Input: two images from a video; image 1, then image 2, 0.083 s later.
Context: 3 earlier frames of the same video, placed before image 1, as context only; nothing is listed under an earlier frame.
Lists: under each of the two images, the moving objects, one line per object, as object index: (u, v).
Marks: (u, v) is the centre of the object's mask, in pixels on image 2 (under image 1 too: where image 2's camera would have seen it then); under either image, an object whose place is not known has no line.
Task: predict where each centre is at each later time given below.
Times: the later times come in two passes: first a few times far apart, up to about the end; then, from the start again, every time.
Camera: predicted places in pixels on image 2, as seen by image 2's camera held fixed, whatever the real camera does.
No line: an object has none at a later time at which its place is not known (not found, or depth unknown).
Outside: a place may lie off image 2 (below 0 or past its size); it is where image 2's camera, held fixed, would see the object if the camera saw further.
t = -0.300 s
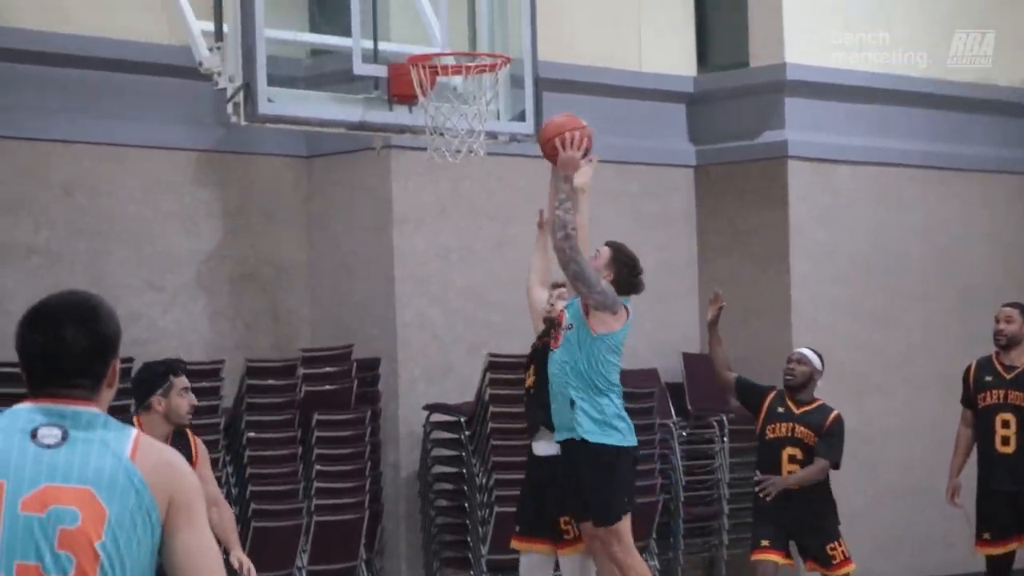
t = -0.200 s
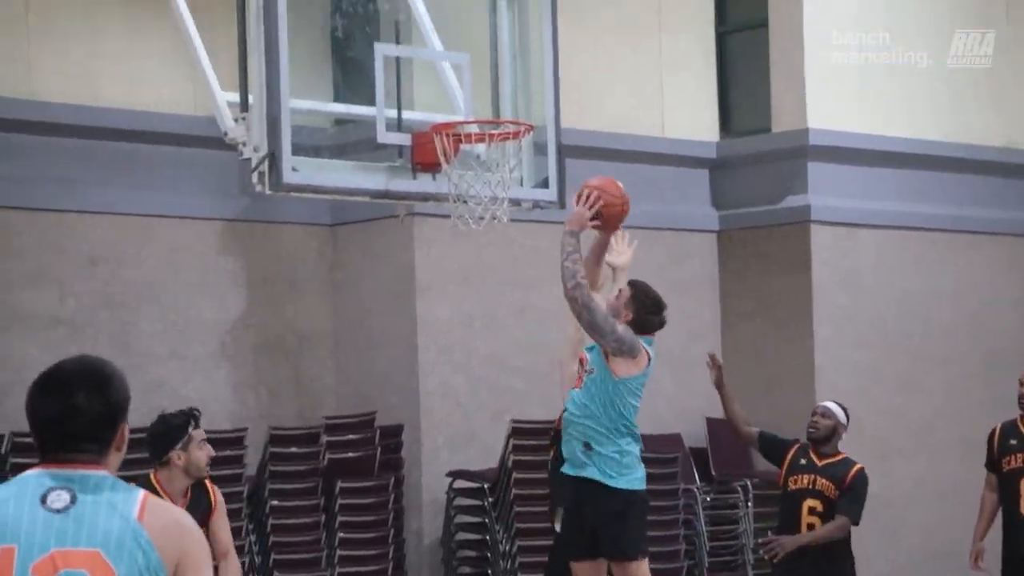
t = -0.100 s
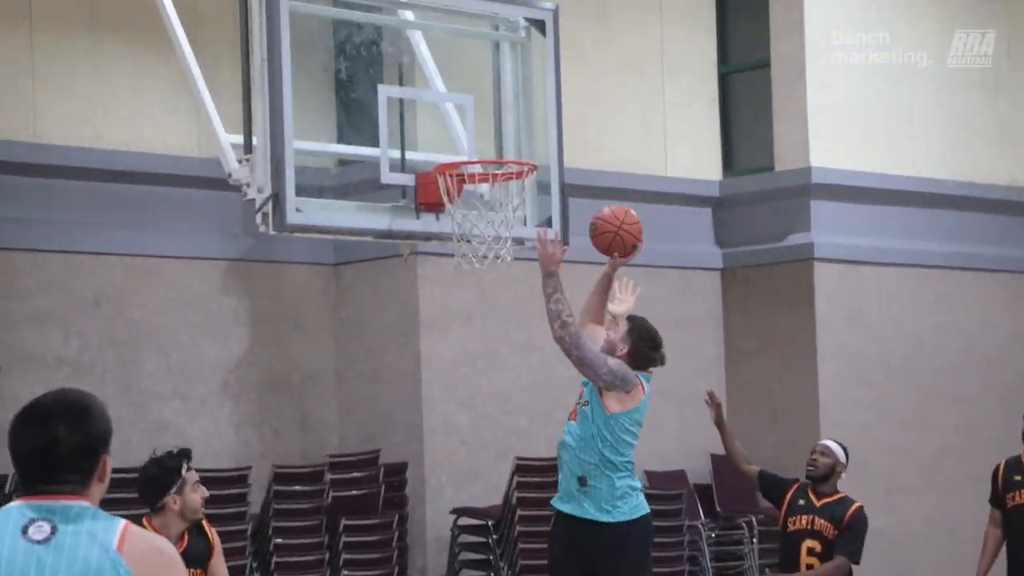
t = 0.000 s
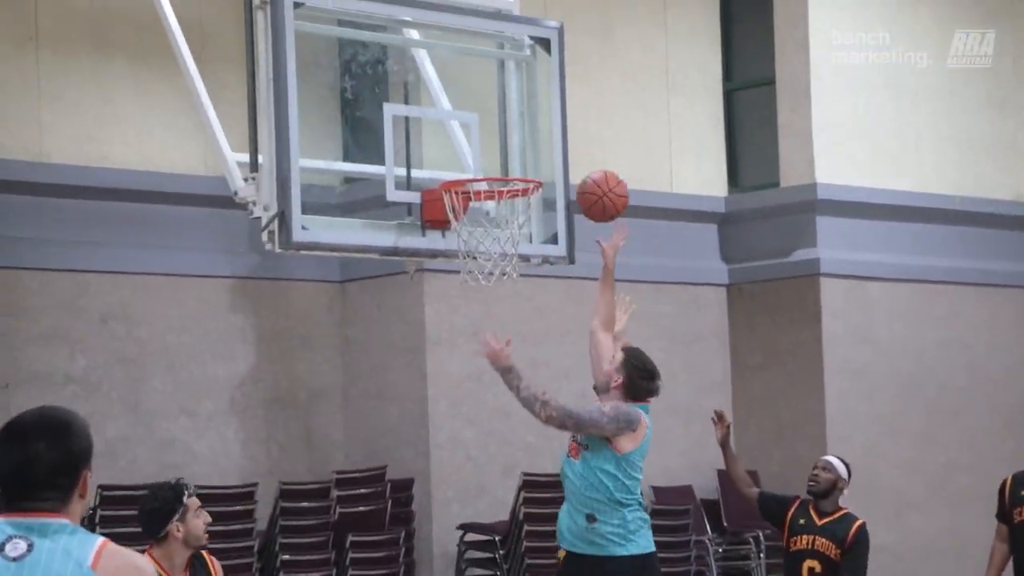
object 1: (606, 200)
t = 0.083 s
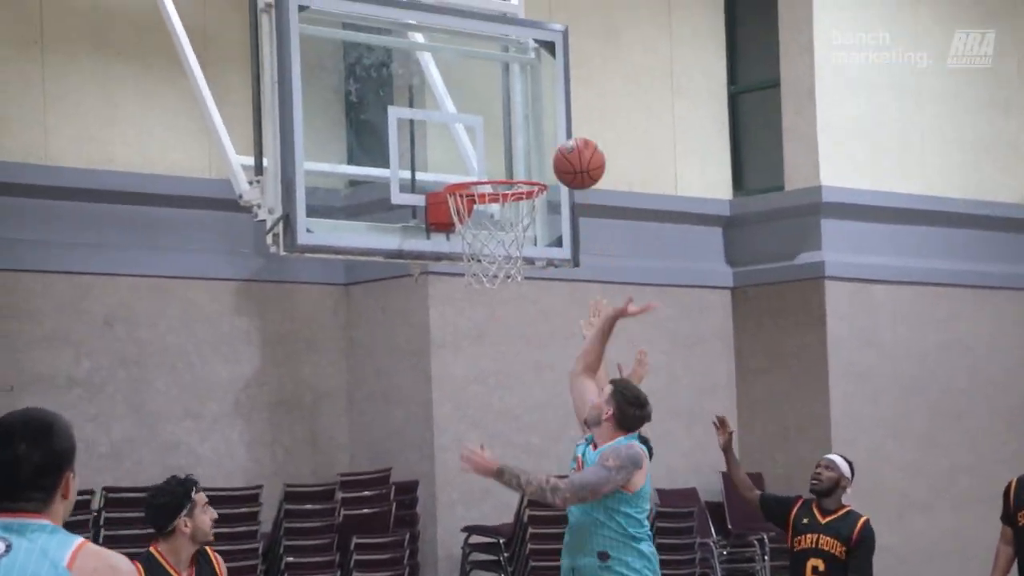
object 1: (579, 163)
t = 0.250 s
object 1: (526, 137)
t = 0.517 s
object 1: (495, 162)
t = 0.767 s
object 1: (514, 157)
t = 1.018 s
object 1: (509, 249)
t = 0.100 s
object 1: (574, 158)
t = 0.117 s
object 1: (568, 153)
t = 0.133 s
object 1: (563, 149)
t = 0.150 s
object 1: (558, 146)
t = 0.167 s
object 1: (552, 143)
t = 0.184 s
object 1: (547, 141)
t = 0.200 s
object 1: (541, 139)
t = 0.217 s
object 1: (536, 138)
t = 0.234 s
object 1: (531, 137)
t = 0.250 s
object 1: (526, 137)
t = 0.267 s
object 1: (521, 138)
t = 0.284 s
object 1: (516, 139)
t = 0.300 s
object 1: (511, 141)
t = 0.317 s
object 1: (506, 143)
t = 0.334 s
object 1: (501, 146)
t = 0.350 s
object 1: (495, 149)
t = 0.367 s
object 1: (491, 153)
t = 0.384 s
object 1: (486, 157)
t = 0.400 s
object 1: (481, 161)
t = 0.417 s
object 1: (476, 164)
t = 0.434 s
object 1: (471, 167)
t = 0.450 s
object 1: (475, 166)
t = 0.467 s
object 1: (480, 164)
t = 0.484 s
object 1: (485, 163)
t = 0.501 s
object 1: (490, 162)
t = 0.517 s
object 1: (495, 162)
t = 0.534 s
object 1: (500, 161)
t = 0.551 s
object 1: (505, 161)
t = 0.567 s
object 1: (510, 161)
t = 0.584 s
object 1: (516, 161)
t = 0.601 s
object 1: (520, 162)
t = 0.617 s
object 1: (519, 161)
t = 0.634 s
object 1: (519, 158)
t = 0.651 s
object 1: (518, 156)
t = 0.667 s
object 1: (518, 155)
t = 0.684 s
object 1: (517, 154)
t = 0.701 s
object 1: (516, 154)
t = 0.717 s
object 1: (516, 154)
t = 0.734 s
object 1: (515, 155)
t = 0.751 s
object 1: (515, 155)
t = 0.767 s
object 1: (514, 157)
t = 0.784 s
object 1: (514, 158)
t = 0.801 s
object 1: (514, 159)
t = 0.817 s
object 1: (513, 162)
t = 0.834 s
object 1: (513, 164)
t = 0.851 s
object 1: (513, 166)
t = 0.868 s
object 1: (512, 180)
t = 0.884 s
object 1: (512, 186)
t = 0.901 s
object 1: (511, 192)
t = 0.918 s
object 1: (511, 200)
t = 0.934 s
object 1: (512, 208)
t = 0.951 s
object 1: (511, 214)
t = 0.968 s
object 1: (510, 223)
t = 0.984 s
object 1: (510, 232)
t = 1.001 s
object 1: (510, 241)
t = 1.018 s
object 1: (509, 249)
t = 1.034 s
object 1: (508, 257)
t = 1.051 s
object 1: (506, 267)
